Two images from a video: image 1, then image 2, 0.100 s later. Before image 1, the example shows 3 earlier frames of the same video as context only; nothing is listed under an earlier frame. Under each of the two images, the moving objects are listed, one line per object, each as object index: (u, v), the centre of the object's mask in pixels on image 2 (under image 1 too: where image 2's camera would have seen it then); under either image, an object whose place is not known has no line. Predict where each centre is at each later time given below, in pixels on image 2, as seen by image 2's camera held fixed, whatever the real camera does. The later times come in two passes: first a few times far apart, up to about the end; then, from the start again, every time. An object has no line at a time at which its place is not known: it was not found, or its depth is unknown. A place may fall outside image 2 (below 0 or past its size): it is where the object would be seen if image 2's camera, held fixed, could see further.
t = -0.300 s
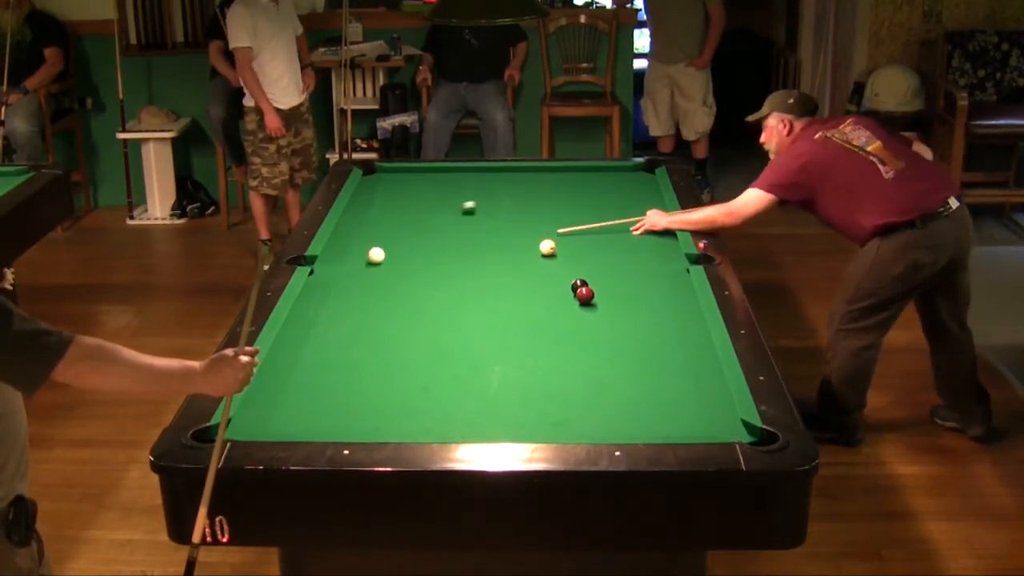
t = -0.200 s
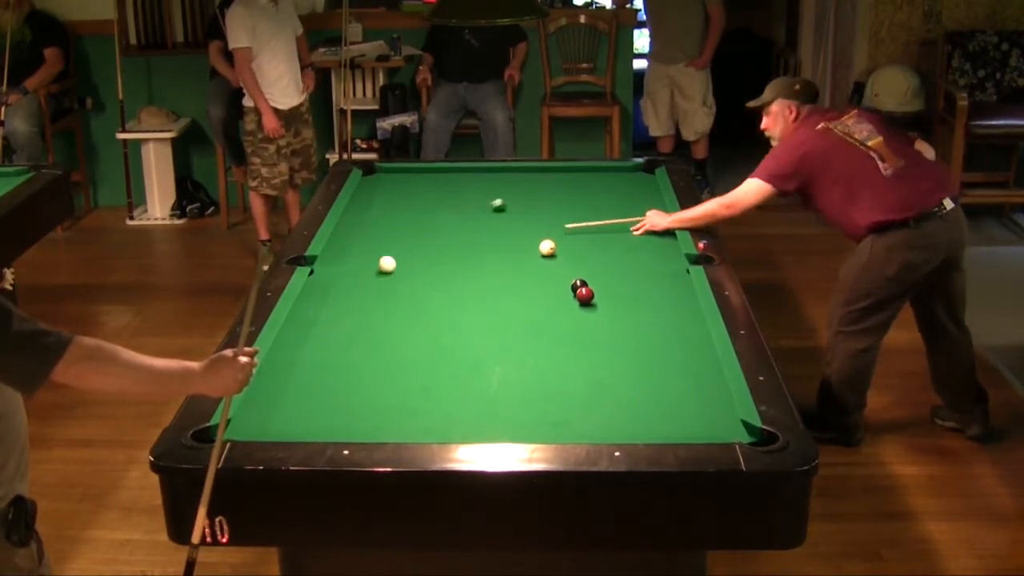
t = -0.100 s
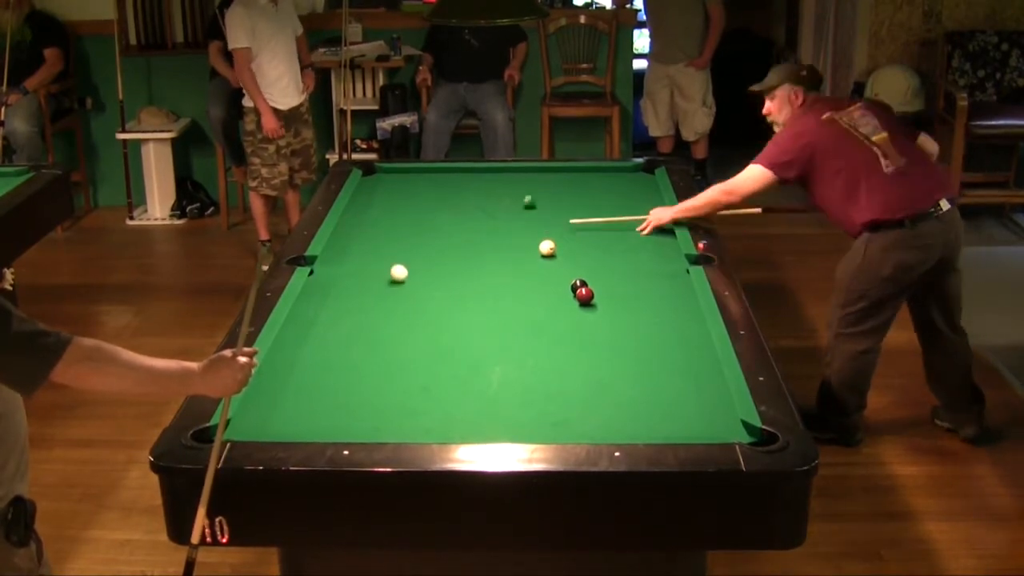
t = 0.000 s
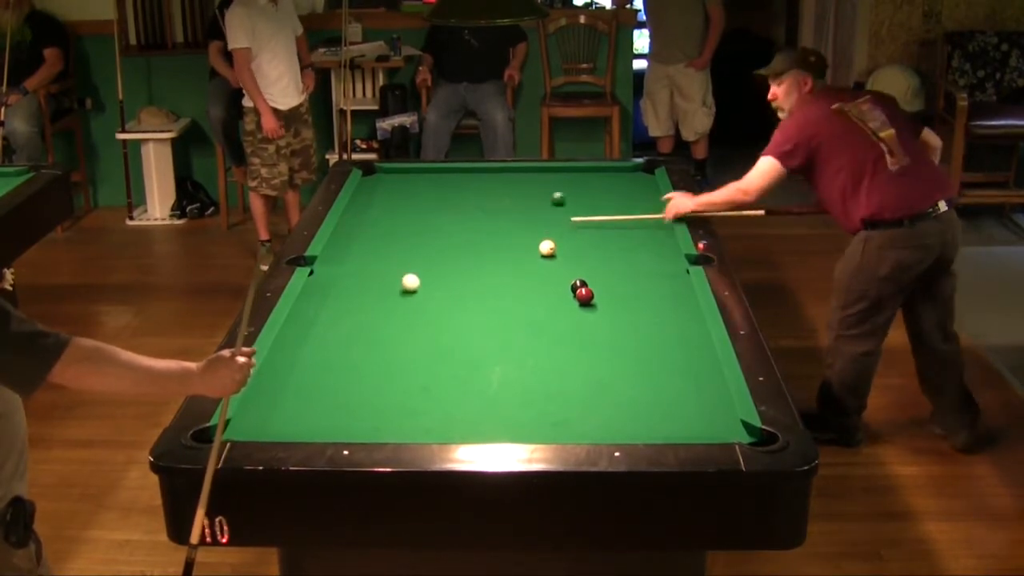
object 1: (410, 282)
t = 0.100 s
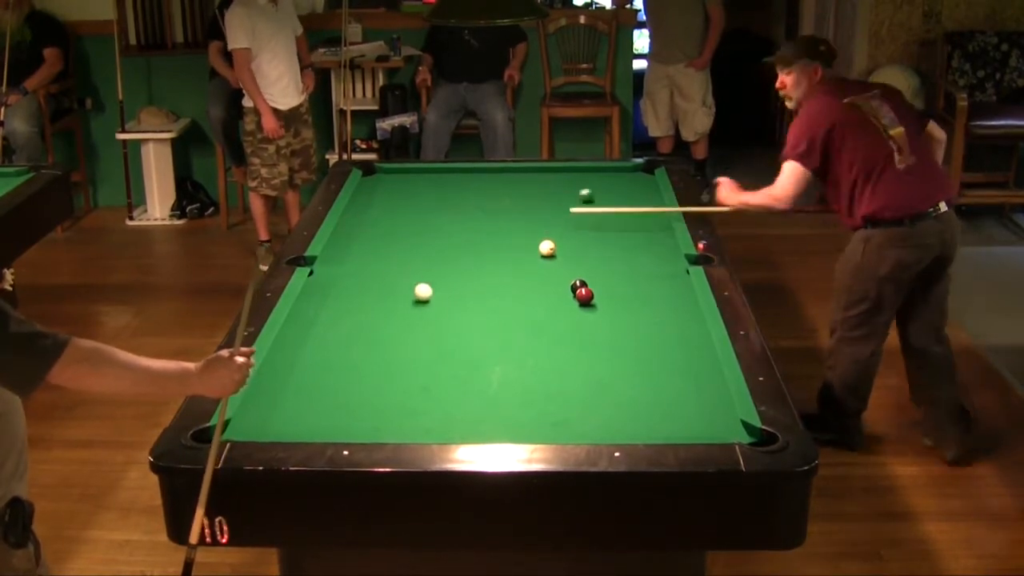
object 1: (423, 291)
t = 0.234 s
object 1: (440, 305)
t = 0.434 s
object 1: (467, 326)
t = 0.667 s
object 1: (502, 354)
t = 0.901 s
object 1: (540, 383)
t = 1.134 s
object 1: (581, 415)
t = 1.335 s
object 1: (620, 425)
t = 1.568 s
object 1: (664, 410)
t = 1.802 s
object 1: (705, 393)
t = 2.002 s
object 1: (704, 381)
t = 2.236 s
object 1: (679, 368)
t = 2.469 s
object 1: (655, 356)
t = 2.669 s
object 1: (637, 347)
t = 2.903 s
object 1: (617, 336)
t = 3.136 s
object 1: (599, 327)
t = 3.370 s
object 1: (582, 319)
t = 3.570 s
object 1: (569, 312)
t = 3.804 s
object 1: (554, 305)
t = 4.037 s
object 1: (541, 298)
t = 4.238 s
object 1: (530, 293)
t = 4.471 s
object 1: (519, 287)
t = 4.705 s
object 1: (508, 282)
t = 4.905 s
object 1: (500, 278)
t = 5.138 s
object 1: (491, 274)
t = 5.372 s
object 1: (483, 271)
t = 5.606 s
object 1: (476, 268)
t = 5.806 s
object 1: (471, 265)
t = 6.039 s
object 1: (465, 262)
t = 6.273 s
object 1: (461, 260)
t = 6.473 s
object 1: (457, 258)
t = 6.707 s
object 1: (453, 256)
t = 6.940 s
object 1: (450, 255)
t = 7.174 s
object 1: (447, 253)
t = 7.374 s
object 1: (445, 252)
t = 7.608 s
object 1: (444, 252)
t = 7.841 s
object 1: (444, 252)
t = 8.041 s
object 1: (443, 251)
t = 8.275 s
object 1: (443, 251)
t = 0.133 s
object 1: (427, 295)
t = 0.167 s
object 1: (431, 298)
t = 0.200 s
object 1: (436, 301)
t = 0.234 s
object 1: (440, 305)
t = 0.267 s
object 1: (444, 308)
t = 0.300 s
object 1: (449, 312)
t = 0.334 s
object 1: (453, 316)
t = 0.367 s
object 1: (458, 319)
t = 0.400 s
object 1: (463, 323)
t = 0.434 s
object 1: (467, 326)
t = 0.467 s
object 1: (472, 330)
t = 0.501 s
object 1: (477, 334)
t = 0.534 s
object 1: (482, 337)
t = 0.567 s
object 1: (487, 341)
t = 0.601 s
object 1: (492, 345)
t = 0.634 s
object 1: (497, 349)
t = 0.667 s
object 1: (502, 354)
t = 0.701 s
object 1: (507, 357)
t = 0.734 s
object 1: (512, 361)
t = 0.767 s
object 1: (518, 366)
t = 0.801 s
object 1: (523, 370)
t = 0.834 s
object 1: (529, 374)
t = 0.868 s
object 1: (534, 379)
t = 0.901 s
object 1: (540, 383)
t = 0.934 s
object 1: (545, 388)
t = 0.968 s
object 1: (551, 392)
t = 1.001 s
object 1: (557, 396)
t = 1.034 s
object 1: (563, 401)
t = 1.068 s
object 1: (569, 406)
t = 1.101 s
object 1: (575, 410)
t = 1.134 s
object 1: (581, 415)
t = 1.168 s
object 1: (587, 420)
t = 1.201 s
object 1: (593, 424)
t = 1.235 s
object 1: (599, 427)
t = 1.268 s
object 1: (606, 429)
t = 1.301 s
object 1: (613, 427)
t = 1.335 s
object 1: (620, 425)
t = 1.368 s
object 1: (626, 423)
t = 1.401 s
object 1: (633, 422)
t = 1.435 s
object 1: (639, 419)
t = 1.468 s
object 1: (645, 417)
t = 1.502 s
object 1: (652, 414)
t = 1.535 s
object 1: (658, 412)
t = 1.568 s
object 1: (664, 410)
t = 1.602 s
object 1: (670, 407)
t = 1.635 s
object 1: (676, 405)
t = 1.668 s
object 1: (682, 403)
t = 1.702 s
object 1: (688, 400)
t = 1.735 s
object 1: (693, 398)
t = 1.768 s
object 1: (699, 396)
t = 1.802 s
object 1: (705, 393)
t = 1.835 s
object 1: (711, 391)
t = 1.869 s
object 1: (715, 389)
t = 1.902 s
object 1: (716, 387)
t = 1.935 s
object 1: (711, 385)
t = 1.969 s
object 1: (707, 383)
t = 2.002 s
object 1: (704, 381)
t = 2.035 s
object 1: (700, 380)
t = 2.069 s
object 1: (696, 378)
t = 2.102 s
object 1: (693, 376)
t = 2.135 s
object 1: (689, 374)
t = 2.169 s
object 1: (686, 372)
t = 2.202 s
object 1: (682, 370)
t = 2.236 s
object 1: (679, 368)
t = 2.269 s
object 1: (676, 367)
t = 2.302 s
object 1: (672, 365)
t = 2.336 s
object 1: (668, 363)
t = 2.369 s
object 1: (665, 361)
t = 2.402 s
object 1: (662, 359)
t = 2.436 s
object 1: (659, 358)
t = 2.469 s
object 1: (655, 356)
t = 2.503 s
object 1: (652, 355)
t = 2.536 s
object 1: (649, 353)
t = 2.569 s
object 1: (646, 351)
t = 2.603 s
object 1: (643, 350)
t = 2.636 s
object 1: (640, 348)
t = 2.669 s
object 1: (637, 347)
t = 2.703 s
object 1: (634, 345)
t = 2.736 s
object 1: (631, 344)
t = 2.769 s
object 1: (628, 342)
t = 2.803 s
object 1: (625, 341)
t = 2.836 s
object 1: (623, 339)
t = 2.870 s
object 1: (620, 338)
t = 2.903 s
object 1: (617, 336)
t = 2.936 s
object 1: (614, 335)
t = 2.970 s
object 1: (612, 334)
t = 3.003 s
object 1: (609, 333)
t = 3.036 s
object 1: (606, 331)
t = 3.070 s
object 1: (604, 330)
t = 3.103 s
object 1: (601, 329)
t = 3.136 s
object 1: (599, 327)
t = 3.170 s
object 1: (596, 326)
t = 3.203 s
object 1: (594, 325)
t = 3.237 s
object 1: (591, 324)
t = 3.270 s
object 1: (589, 322)
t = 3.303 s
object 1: (587, 321)
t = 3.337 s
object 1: (584, 320)
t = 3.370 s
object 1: (582, 319)
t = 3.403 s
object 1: (580, 318)
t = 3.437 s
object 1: (578, 317)
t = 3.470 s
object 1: (575, 315)
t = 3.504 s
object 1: (573, 314)
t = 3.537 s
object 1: (571, 313)
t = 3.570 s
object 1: (569, 312)
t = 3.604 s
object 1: (567, 311)
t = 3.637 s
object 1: (564, 310)
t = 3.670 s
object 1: (562, 309)
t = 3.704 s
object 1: (560, 308)
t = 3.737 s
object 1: (558, 307)
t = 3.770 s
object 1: (556, 306)
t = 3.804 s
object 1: (554, 305)
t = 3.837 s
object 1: (552, 304)
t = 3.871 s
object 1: (550, 303)
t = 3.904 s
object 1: (548, 302)
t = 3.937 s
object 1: (546, 301)
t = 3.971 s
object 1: (544, 300)
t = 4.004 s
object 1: (543, 299)
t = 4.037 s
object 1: (541, 298)
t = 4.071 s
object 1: (539, 297)
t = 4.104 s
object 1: (537, 296)
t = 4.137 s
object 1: (535, 296)
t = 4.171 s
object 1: (533, 295)
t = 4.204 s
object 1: (532, 294)
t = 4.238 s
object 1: (530, 293)
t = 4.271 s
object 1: (528, 292)
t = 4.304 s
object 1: (526, 291)
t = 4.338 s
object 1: (525, 290)
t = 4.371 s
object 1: (523, 290)
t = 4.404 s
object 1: (522, 289)
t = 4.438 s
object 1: (520, 288)
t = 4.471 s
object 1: (519, 287)
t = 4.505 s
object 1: (517, 286)
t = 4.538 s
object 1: (515, 286)
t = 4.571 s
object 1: (514, 285)
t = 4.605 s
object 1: (513, 284)
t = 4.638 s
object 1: (511, 284)
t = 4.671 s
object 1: (510, 283)
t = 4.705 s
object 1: (508, 282)
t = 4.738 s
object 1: (507, 281)
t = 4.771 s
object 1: (505, 281)
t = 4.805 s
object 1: (504, 280)
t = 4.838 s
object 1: (503, 280)
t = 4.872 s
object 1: (501, 279)
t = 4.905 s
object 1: (500, 278)
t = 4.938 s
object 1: (499, 278)
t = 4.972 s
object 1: (498, 277)
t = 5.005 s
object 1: (496, 276)
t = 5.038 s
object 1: (495, 276)
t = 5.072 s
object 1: (494, 275)
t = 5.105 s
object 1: (493, 275)
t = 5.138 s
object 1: (491, 274)
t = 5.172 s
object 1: (490, 274)
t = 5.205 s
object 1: (489, 273)
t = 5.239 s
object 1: (488, 273)
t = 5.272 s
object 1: (487, 272)
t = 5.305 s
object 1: (485, 272)
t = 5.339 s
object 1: (484, 271)
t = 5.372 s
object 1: (483, 271)
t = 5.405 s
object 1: (482, 271)
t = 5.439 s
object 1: (481, 270)
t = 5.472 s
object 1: (480, 269)
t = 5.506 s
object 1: (479, 269)
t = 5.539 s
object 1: (478, 269)
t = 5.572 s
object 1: (477, 268)
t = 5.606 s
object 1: (476, 268)
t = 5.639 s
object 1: (475, 267)
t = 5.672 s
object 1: (474, 267)
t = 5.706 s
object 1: (474, 266)
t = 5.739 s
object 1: (472, 266)
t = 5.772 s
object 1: (472, 265)
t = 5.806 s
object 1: (471, 265)
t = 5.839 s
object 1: (470, 265)
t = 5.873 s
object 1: (469, 264)
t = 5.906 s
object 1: (468, 264)
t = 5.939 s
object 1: (467, 263)
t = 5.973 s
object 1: (467, 263)
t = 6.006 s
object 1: (466, 263)
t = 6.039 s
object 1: (465, 262)
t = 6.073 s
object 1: (464, 262)
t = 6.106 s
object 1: (464, 262)
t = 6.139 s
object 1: (463, 261)
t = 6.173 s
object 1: (463, 261)
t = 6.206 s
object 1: (462, 260)
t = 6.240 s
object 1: (461, 260)
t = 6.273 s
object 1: (461, 260)
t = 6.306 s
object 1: (460, 259)
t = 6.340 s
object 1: (459, 259)
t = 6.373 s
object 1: (458, 259)
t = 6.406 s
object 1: (458, 258)
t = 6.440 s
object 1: (458, 258)
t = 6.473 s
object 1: (457, 258)
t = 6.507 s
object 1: (456, 258)
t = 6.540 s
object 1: (456, 257)
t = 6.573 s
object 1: (455, 257)
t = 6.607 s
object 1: (455, 257)
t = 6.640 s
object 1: (454, 257)
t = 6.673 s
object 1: (454, 256)
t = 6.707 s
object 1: (453, 256)
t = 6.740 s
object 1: (453, 256)
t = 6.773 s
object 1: (452, 256)
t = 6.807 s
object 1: (452, 256)
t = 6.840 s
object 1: (451, 256)
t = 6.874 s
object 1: (451, 255)
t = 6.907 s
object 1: (450, 255)
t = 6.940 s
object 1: (450, 255)
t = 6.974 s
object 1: (449, 254)
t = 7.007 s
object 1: (449, 254)
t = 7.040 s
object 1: (448, 254)
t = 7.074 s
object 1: (448, 254)
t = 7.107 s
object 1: (448, 253)
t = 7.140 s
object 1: (448, 253)
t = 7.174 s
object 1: (447, 253)
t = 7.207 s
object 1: (447, 253)
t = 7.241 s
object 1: (447, 253)
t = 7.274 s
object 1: (446, 253)
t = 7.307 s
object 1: (446, 253)
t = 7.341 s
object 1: (446, 253)
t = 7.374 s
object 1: (445, 252)
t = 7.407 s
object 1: (445, 252)
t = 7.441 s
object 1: (445, 252)
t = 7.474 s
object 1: (445, 252)
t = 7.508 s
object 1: (445, 252)
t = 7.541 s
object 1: (445, 252)
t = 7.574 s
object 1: (444, 252)
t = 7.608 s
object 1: (444, 252)
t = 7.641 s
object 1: (444, 252)
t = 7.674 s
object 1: (444, 252)
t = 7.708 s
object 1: (444, 252)
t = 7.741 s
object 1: (444, 252)
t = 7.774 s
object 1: (444, 252)
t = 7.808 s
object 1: (444, 252)
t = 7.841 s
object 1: (444, 252)
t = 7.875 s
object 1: (443, 252)
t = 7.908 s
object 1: (444, 251)
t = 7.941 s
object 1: (443, 251)
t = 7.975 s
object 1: (443, 251)
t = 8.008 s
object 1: (443, 251)
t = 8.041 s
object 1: (443, 251)
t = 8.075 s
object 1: (443, 251)
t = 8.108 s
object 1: (443, 251)
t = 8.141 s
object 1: (443, 251)
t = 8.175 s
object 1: (443, 251)
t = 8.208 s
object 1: (443, 251)
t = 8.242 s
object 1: (443, 251)
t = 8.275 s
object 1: (443, 251)
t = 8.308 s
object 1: (443, 251)
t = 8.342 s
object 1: (443, 251)
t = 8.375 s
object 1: (443, 251)
